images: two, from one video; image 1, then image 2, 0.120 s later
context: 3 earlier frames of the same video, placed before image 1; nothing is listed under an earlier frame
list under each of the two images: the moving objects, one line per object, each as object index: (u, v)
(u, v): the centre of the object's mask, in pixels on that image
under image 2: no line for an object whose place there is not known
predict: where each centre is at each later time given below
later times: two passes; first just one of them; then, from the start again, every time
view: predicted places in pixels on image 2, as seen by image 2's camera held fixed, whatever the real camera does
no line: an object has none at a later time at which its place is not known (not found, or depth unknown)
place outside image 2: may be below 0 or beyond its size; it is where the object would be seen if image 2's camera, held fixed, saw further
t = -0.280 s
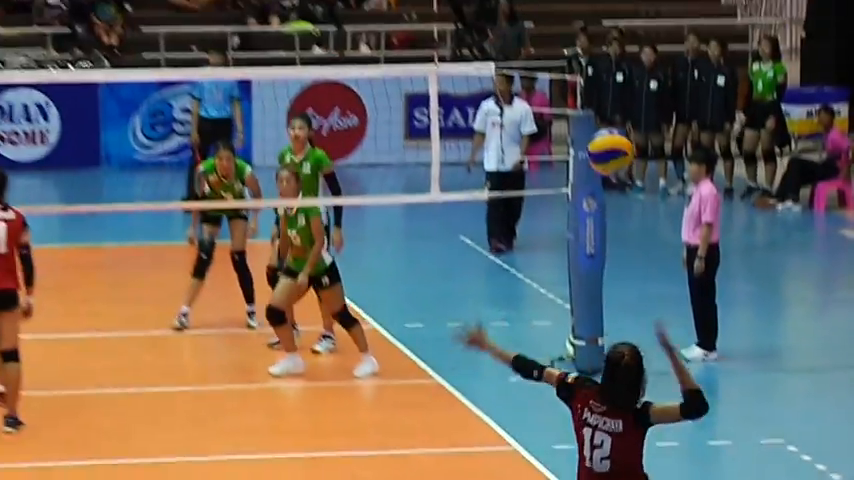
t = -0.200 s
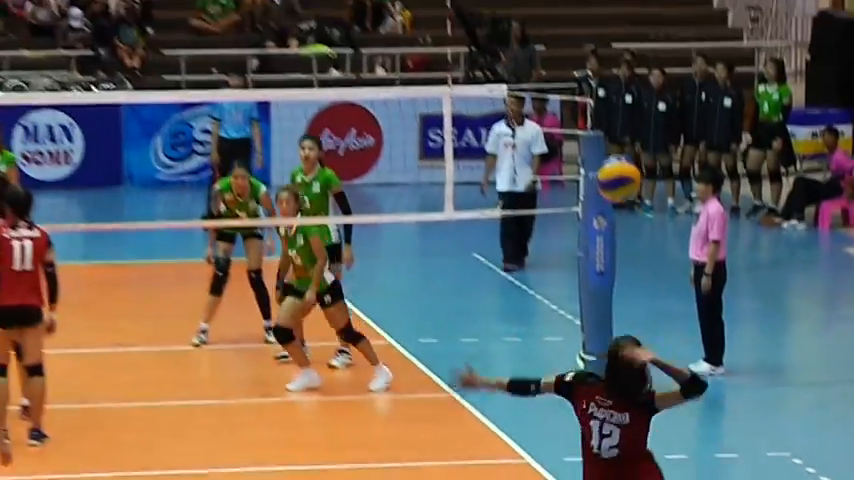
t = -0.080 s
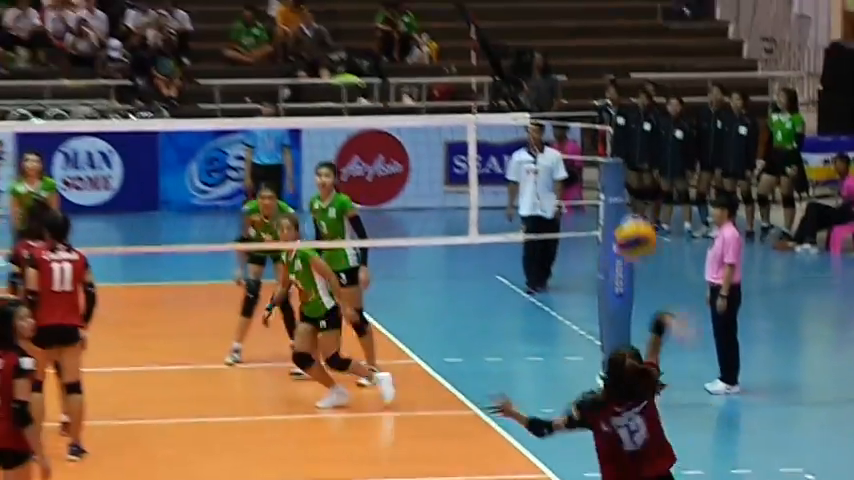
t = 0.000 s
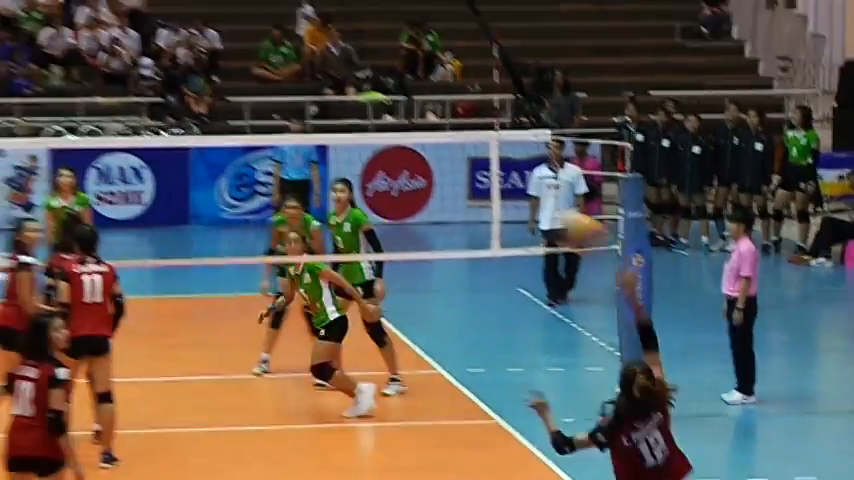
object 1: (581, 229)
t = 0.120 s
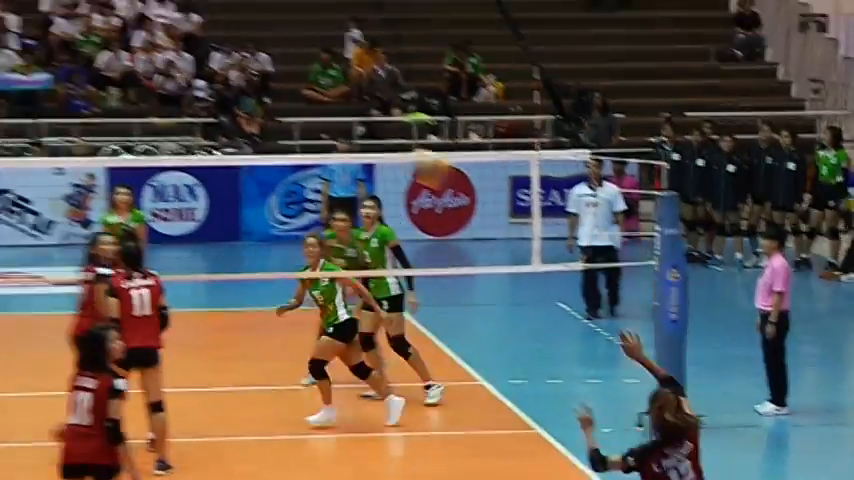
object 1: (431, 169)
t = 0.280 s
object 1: (233, 113)
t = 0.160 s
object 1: (375, 145)
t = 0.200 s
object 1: (326, 133)
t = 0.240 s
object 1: (277, 121)
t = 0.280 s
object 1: (233, 113)
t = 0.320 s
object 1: (192, 107)
